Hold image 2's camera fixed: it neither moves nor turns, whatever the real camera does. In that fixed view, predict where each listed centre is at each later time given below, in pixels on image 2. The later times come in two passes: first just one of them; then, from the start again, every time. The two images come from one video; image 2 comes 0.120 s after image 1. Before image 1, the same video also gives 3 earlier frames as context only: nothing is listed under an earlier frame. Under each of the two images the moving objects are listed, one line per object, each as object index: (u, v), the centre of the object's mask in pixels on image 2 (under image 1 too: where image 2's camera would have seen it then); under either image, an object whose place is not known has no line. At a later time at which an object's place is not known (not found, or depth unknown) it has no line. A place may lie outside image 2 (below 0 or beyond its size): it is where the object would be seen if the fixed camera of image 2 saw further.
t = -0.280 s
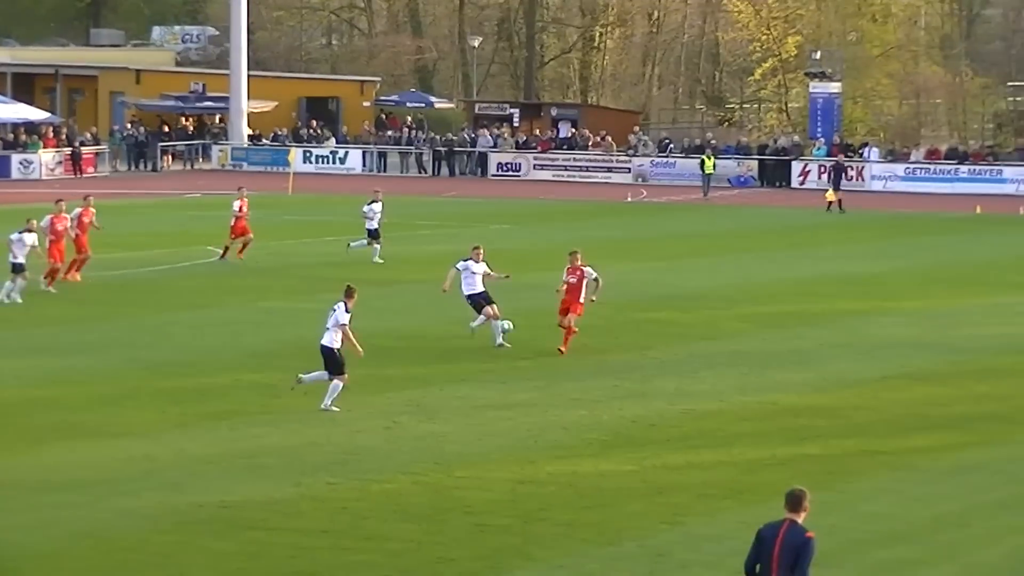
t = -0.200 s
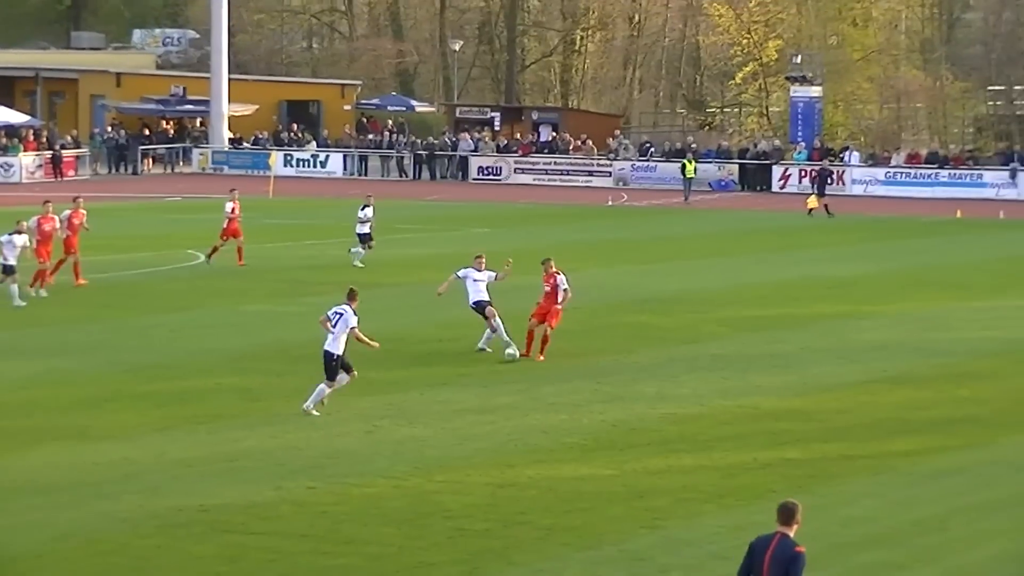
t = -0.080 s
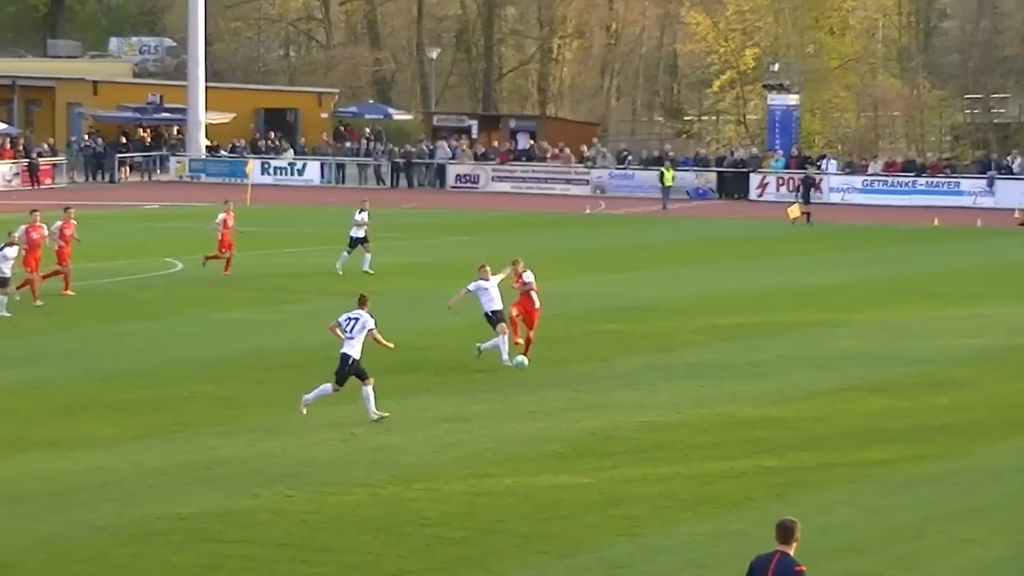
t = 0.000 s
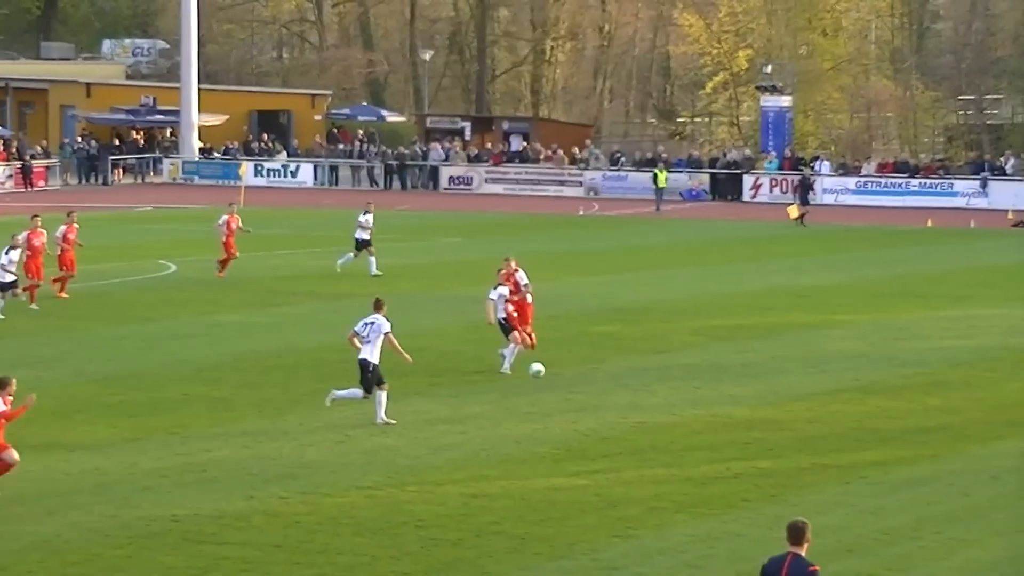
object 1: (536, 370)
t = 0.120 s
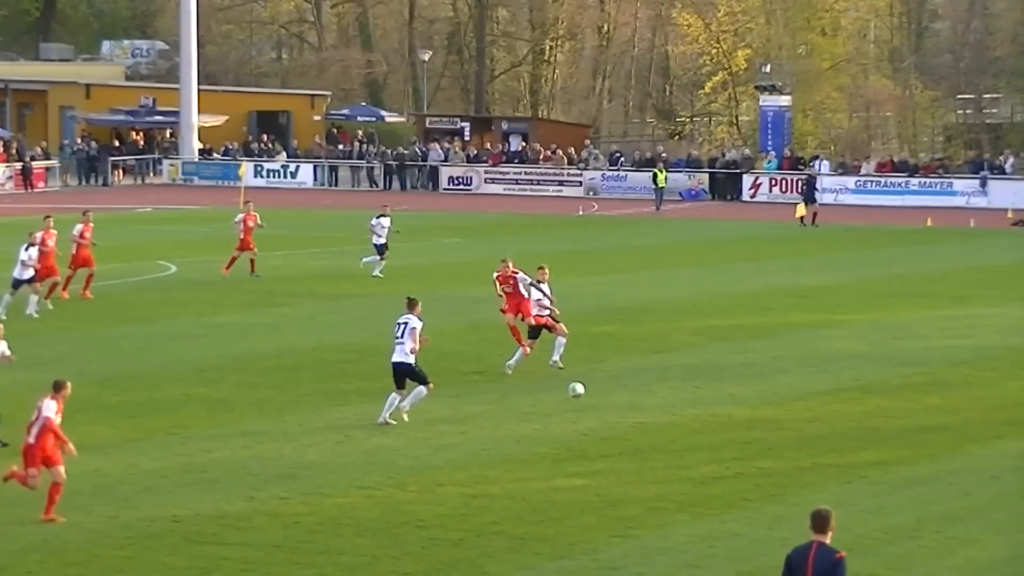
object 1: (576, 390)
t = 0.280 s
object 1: (638, 426)
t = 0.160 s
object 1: (591, 400)
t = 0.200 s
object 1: (607, 411)
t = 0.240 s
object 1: (623, 425)
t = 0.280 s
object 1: (638, 426)
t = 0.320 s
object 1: (655, 429)
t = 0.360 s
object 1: (672, 433)
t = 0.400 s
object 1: (690, 439)
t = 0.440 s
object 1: (709, 447)
